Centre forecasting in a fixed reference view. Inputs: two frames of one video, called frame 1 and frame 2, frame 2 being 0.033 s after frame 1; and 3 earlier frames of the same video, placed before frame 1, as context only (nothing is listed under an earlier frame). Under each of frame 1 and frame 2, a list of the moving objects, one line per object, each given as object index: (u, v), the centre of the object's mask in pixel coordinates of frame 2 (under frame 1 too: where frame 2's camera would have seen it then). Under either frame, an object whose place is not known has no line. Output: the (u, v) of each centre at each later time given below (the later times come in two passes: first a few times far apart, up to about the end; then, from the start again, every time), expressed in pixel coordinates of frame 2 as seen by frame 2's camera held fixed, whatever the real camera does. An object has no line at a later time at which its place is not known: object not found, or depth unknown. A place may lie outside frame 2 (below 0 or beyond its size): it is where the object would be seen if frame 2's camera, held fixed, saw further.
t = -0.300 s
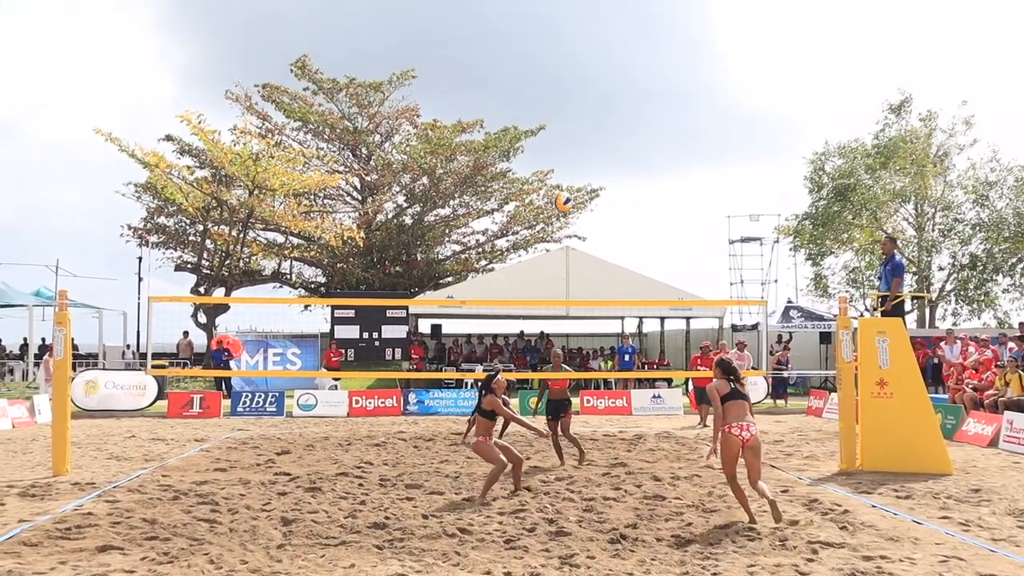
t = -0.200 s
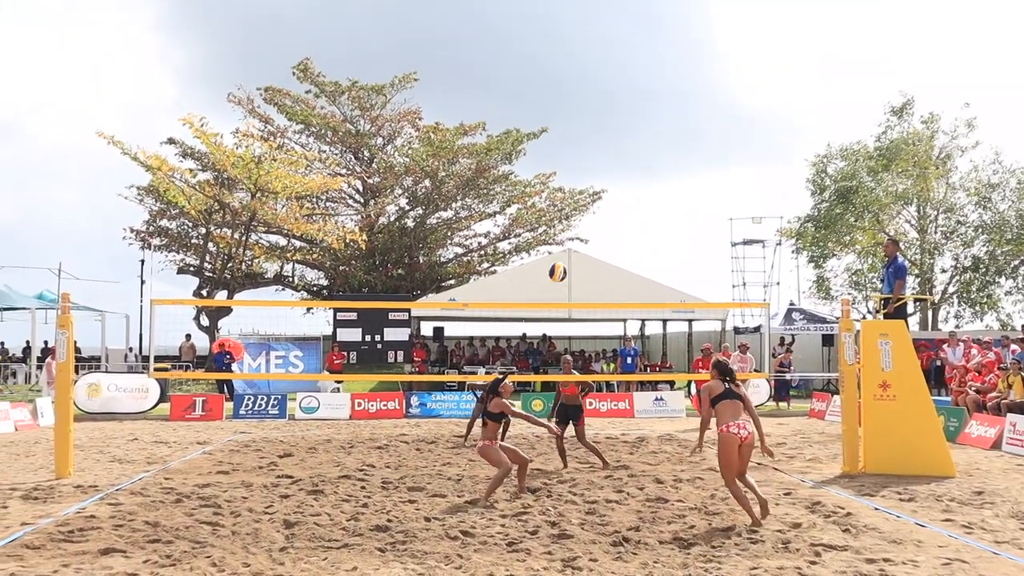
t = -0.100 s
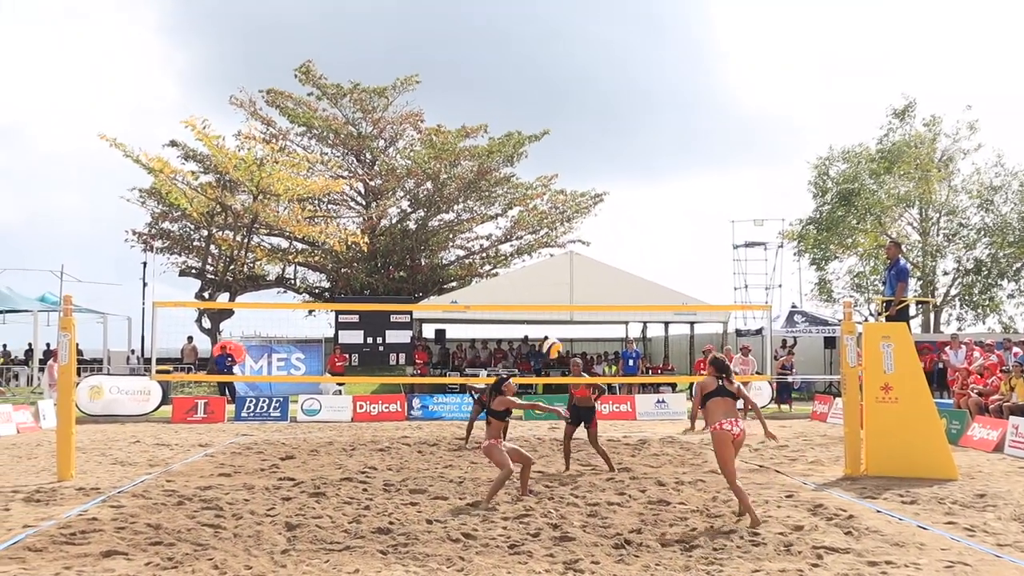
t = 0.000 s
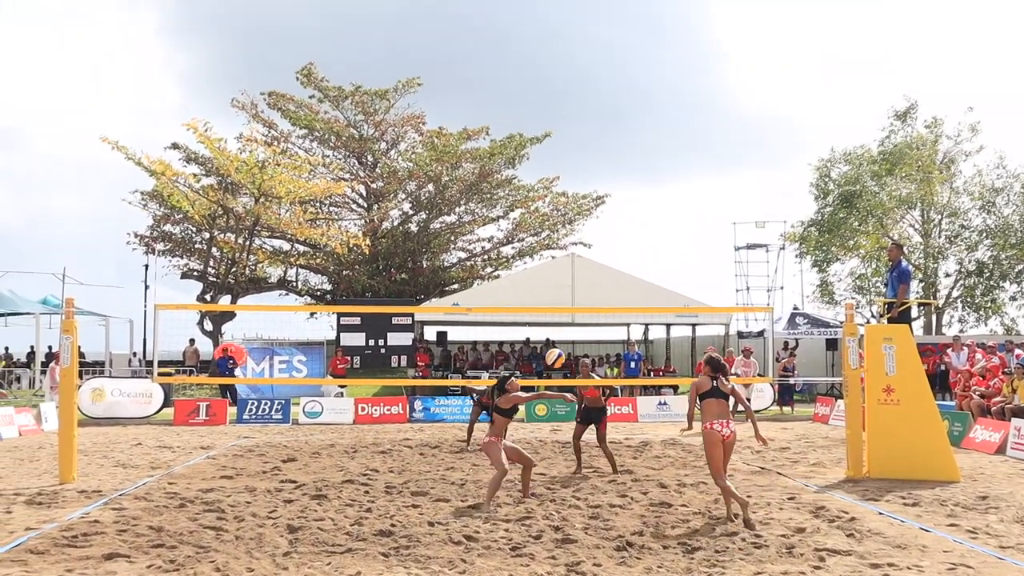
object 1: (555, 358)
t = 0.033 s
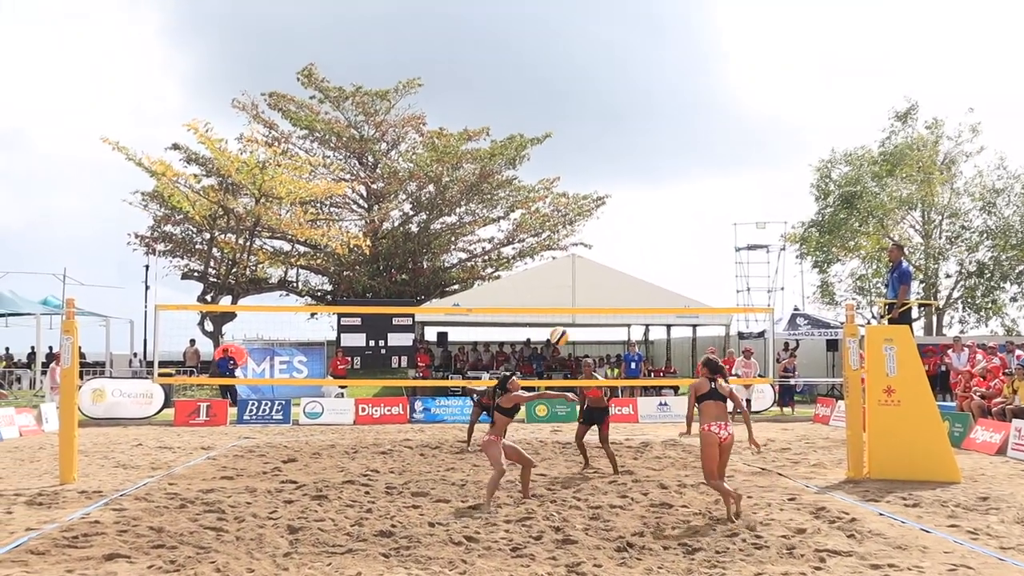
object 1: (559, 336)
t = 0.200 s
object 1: (575, 240)
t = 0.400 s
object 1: (593, 161)
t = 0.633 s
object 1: (610, 114)
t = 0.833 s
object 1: (624, 113)
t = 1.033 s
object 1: (637, 144)
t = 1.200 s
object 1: (646, 196)
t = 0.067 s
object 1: (562, 315)
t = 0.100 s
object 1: (565, 294)
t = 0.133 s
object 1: (568, 274)
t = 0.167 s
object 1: (572, 256)
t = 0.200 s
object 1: (575, 240)
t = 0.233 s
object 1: (578, 223)
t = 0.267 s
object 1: (581, 208)
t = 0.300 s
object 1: (584, 195)
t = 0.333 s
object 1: (587, 182)
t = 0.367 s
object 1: (590, 171)
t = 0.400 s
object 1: (593, 161)
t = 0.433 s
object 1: (595, 151)
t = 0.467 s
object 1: (598, 142)
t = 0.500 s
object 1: (600, 134)
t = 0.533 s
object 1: (603, 128)
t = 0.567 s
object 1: (605, 122)
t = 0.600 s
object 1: (608, 118)
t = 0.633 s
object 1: (610, 114)
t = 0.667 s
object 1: (613, 112)
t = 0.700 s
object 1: (615, 110)
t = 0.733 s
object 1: (617, 109)
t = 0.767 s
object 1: (620, 110)
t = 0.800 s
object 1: (622, 111)
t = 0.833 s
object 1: (624, 113)
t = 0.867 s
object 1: (626, 116)
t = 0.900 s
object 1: (628, 120)
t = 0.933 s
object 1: (630, 125)
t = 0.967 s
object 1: (632, 130)
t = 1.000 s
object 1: (635, 137)
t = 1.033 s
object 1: (637, 144)
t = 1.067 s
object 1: (638, 153)
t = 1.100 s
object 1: (641, 162)
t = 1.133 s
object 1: (642, 172)
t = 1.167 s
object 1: (644, 184)
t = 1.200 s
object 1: (646, 196)
